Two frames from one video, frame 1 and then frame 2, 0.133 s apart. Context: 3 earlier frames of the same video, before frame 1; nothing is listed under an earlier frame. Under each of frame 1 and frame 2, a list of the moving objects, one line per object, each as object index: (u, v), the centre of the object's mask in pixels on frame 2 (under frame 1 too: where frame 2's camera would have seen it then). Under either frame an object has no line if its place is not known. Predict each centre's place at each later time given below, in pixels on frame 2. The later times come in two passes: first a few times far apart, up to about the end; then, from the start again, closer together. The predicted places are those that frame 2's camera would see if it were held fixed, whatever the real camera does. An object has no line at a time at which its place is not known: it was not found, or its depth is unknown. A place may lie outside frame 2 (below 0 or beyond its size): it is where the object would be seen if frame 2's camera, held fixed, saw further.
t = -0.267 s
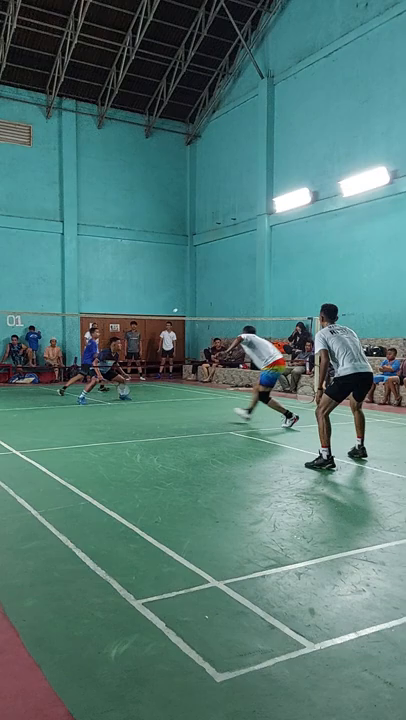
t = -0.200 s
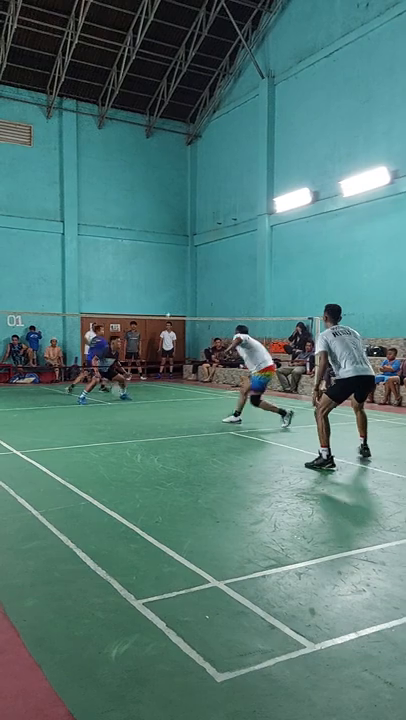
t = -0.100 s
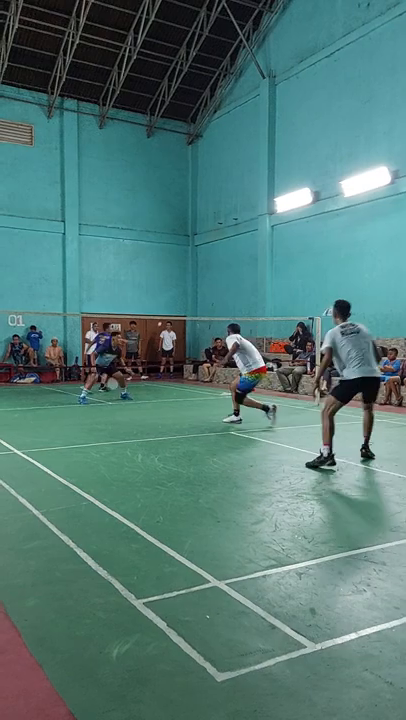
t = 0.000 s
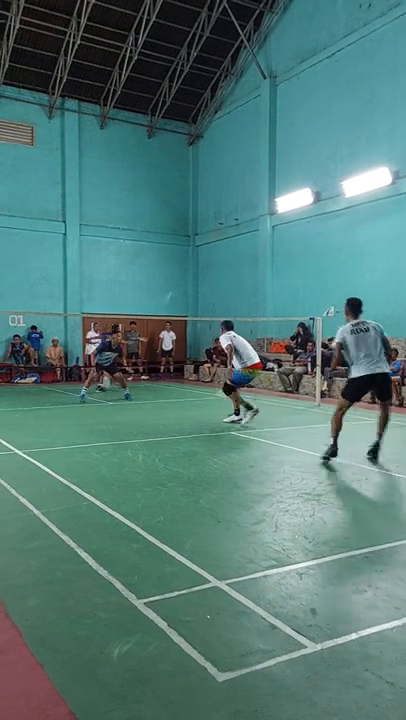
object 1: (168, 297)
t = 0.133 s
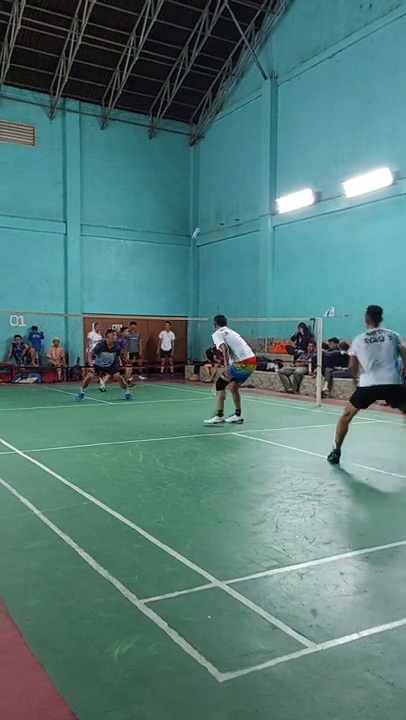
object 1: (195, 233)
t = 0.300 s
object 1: (223, 177)
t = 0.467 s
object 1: (249, 142)
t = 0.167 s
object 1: (201, 219)
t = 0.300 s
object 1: (223, 177)
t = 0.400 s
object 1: (239, 153)
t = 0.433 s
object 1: (244, 147)
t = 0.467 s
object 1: (249, 142)
